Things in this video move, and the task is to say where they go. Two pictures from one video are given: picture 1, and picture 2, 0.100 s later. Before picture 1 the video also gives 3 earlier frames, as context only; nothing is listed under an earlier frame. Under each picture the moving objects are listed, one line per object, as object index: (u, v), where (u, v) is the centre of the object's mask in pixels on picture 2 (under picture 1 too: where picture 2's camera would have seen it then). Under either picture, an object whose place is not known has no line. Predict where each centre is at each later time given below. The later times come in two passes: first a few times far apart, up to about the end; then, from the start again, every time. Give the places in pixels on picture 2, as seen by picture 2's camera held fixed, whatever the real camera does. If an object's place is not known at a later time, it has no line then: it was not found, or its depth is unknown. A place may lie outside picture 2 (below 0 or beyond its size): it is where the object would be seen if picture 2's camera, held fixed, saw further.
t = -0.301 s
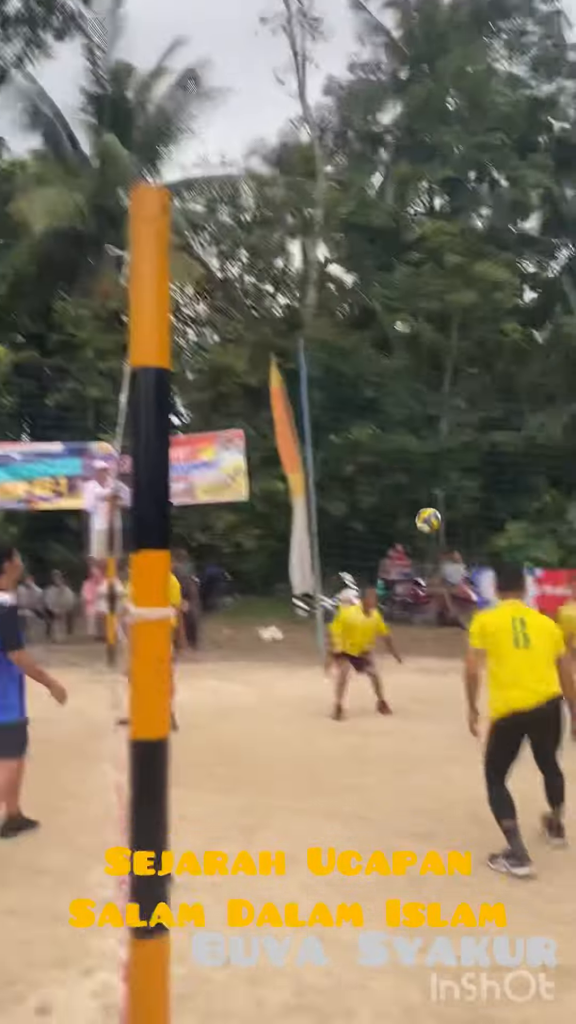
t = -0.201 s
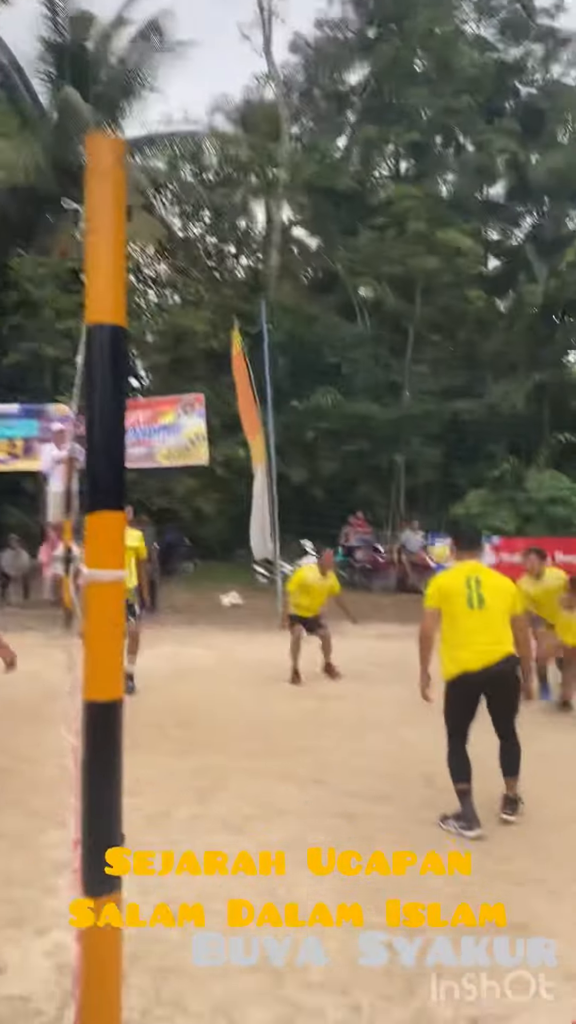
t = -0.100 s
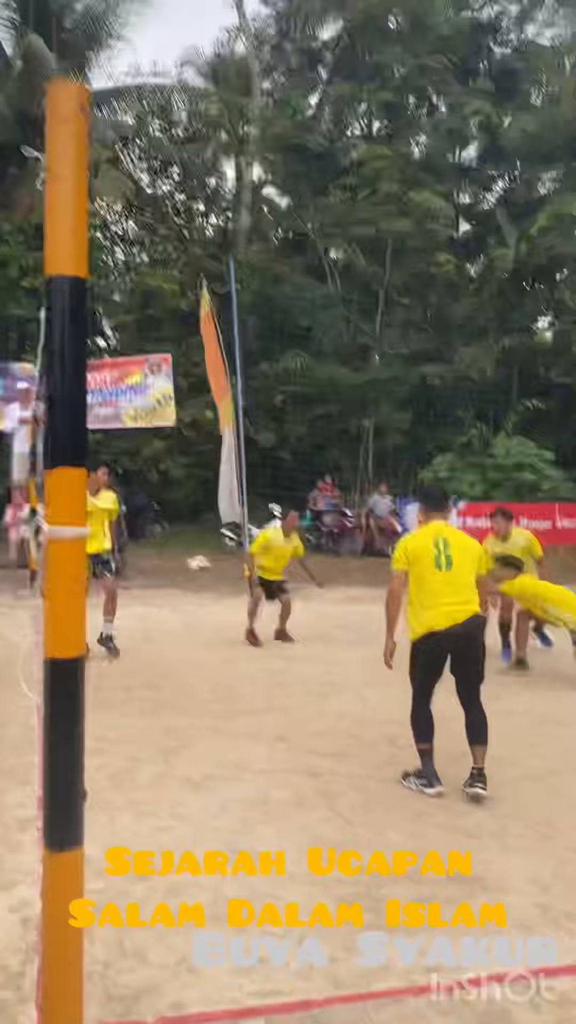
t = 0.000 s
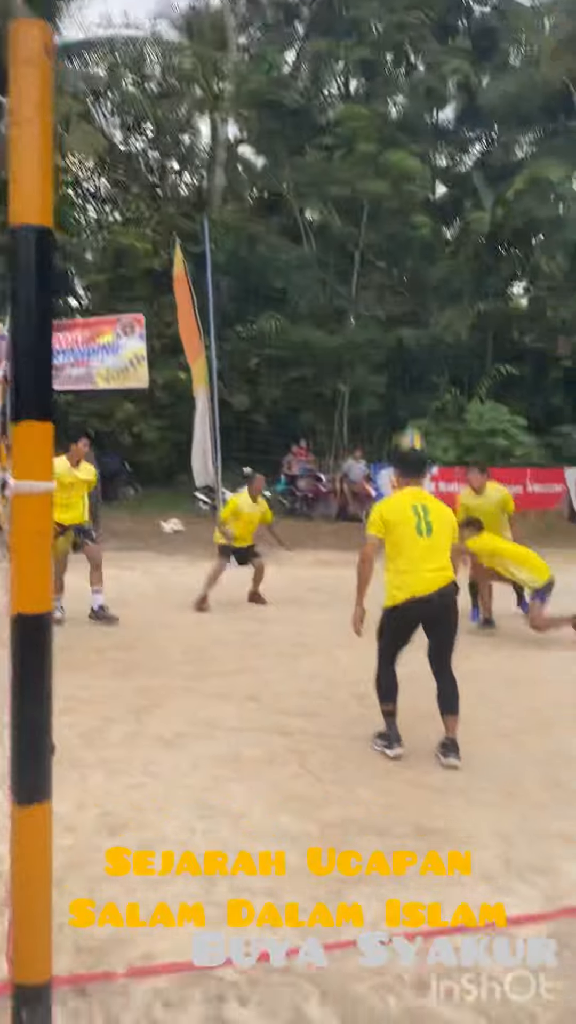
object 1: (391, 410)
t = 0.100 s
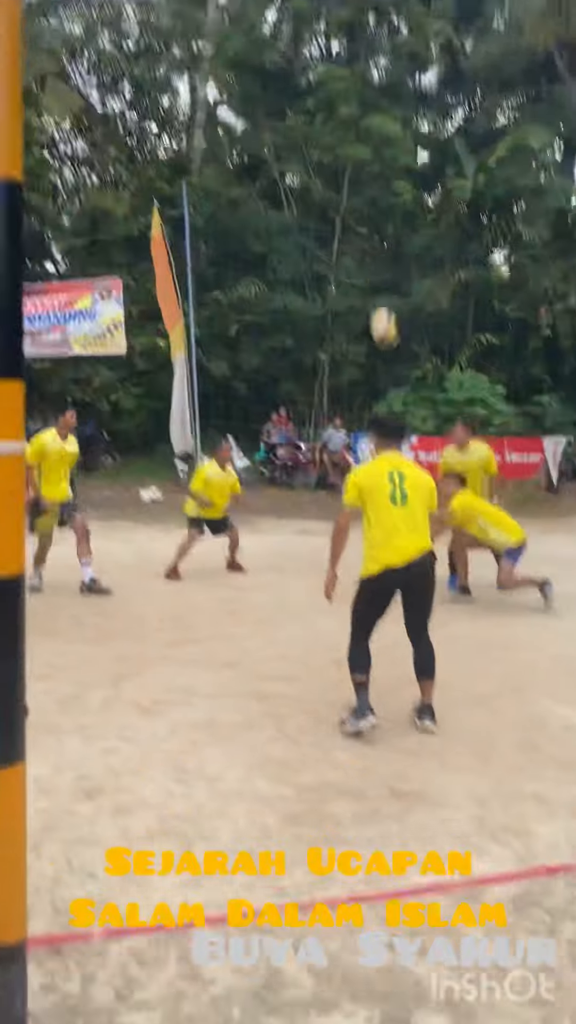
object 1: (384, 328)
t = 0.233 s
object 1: (371, 223)
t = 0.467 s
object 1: (347, 88)
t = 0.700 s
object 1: (317, 16)
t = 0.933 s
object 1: (288, 18)
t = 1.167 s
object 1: (252, 109)
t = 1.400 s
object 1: (211, 292)
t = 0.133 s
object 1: (381, 300)
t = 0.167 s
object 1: (378, 272)
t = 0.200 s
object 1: (375, 248)
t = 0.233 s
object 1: (371, 223)
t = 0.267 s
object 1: (368, 199)
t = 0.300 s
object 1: (366, 177)
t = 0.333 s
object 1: (363, 157)
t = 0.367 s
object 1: (358, 135)
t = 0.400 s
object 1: (355, 118)
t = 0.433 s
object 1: (351, 102)
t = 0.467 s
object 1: (347, 88)
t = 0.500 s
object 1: (342, 70)
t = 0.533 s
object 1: (339, 57)
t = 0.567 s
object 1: (336, 46)
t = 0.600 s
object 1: (331, 37)
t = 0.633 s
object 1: (328, 28)
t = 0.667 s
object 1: (323, 23)
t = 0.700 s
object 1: (317, 16)
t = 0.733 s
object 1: (314, 11)
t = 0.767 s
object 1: (310, 9)
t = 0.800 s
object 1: (306, 7)
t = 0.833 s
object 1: (302, 8)
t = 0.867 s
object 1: (297, 10)
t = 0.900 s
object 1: (293, 13)
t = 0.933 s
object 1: (288, 18)
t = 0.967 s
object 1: (281, 24)
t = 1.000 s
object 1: (276, 34)
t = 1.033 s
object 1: (272, 47)
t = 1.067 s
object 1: (268, 58)
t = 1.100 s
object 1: (262, 73)
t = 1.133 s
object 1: (257, 90)
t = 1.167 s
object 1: (252, 109)
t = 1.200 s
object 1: (246, 128)
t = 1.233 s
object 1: (241, 152)
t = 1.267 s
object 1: (235, 177)
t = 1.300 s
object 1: (230, 202)
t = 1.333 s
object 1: (223, 231)
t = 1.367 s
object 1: (218, 261)
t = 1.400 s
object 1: (211, 292)
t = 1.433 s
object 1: (205, 324)
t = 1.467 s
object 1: (201, 359)
